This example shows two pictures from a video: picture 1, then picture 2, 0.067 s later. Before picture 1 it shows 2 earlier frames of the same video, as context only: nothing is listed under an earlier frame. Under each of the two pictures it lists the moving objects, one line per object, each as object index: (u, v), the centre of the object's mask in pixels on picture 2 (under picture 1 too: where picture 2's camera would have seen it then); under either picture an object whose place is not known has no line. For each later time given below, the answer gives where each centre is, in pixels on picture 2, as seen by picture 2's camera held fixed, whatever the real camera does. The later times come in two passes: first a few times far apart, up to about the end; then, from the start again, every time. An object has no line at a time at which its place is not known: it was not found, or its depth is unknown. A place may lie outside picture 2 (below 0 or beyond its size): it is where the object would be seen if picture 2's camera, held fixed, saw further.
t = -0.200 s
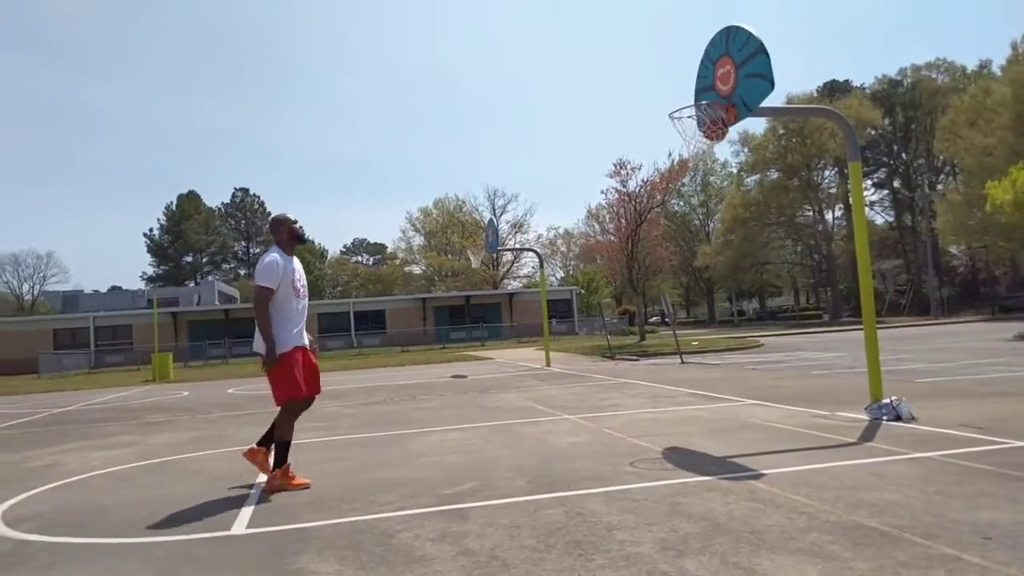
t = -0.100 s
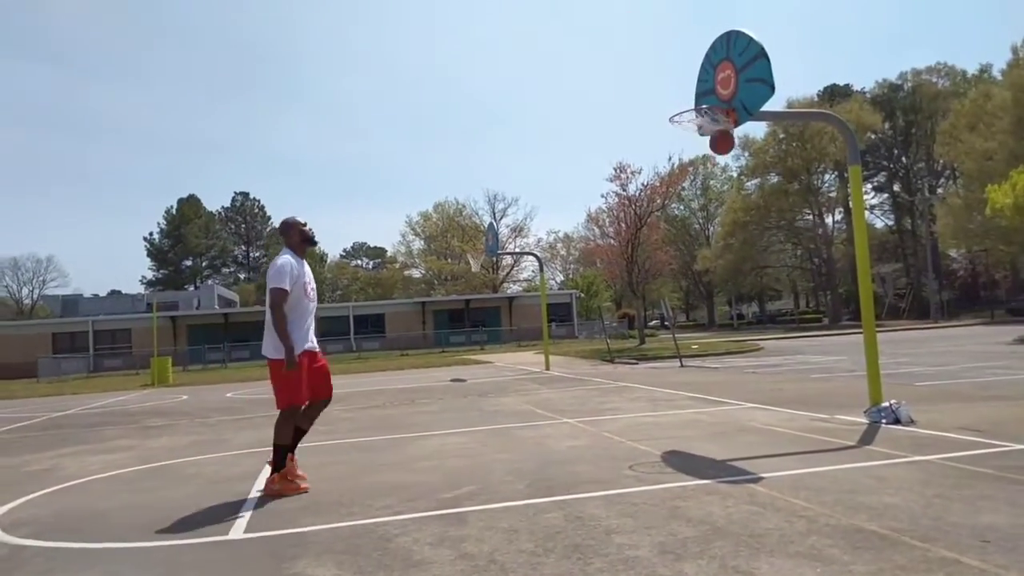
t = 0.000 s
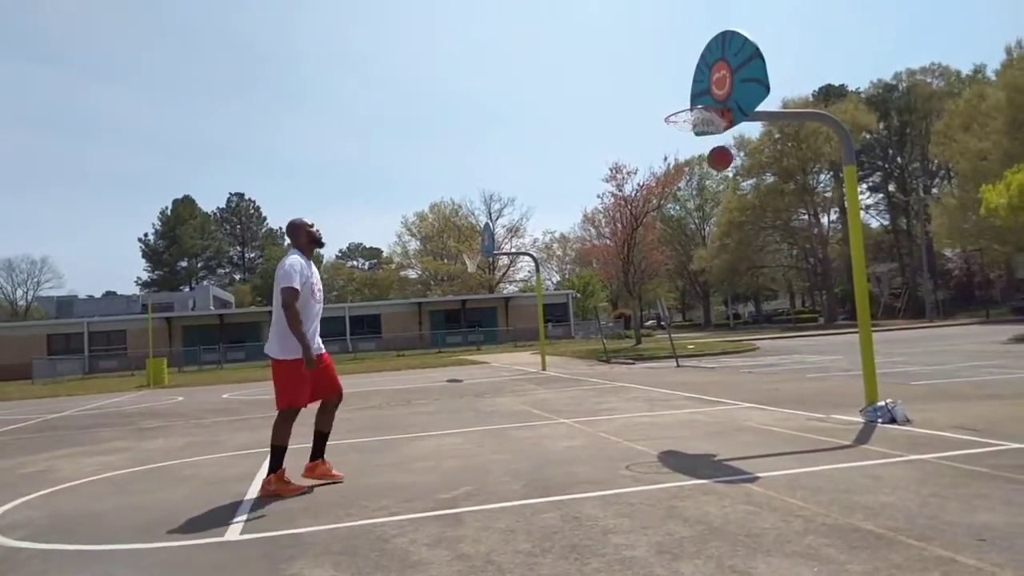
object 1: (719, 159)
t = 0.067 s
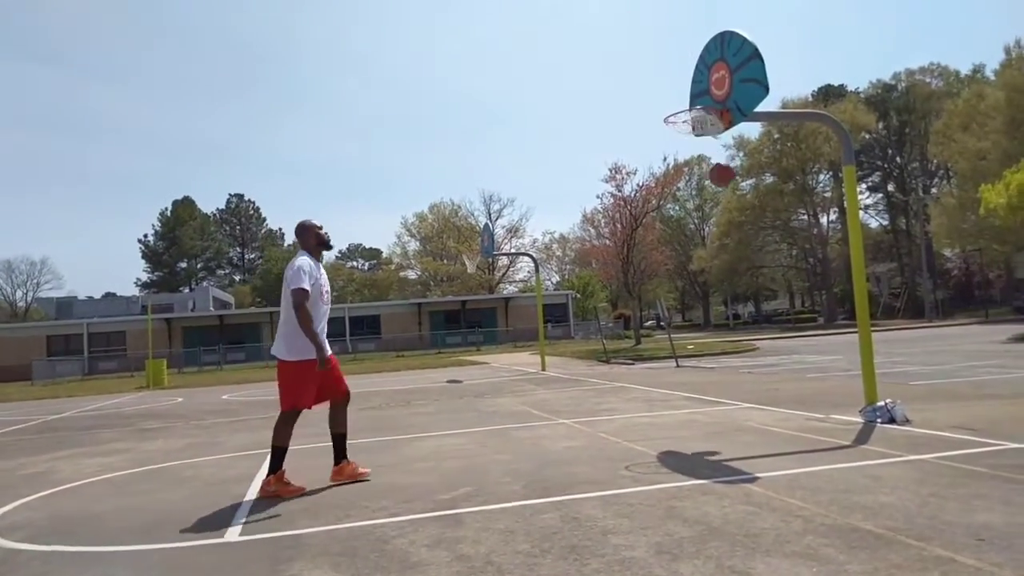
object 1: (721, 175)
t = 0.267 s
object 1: (732, 245)
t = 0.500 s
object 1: (748, 381)
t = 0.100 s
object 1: (724, 184)
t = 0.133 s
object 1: (725, 194)
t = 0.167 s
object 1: (725, 206)
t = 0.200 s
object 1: (726, 218)
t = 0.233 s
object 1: (728, 232)
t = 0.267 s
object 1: (732, 245)
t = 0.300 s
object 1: (733, 263)
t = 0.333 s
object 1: (735, 280)
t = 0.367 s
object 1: (738, 297)
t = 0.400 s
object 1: (740, 317)
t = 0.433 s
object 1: (743, 337)
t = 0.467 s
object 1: (745, 358)
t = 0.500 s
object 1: (748, 381)
